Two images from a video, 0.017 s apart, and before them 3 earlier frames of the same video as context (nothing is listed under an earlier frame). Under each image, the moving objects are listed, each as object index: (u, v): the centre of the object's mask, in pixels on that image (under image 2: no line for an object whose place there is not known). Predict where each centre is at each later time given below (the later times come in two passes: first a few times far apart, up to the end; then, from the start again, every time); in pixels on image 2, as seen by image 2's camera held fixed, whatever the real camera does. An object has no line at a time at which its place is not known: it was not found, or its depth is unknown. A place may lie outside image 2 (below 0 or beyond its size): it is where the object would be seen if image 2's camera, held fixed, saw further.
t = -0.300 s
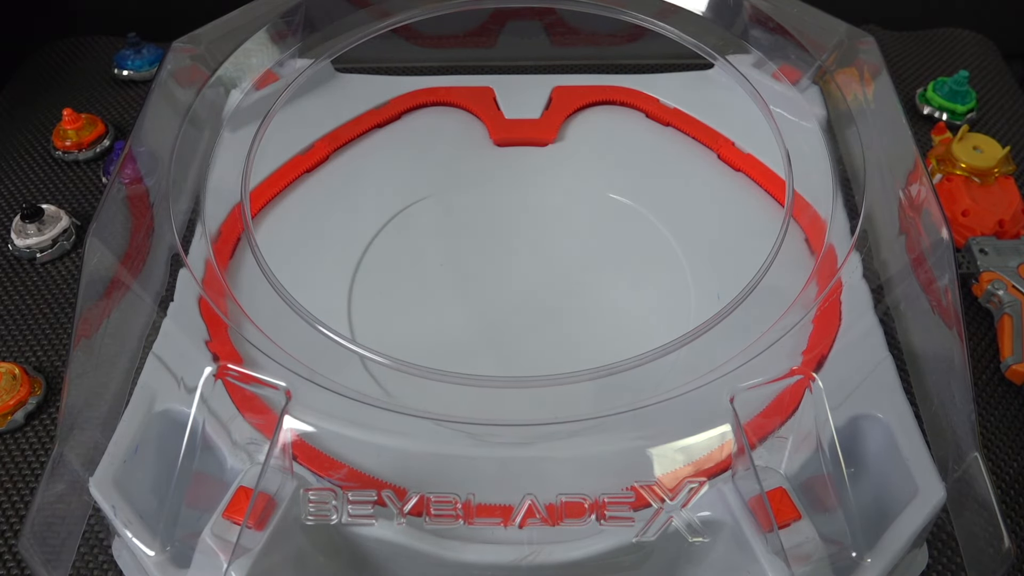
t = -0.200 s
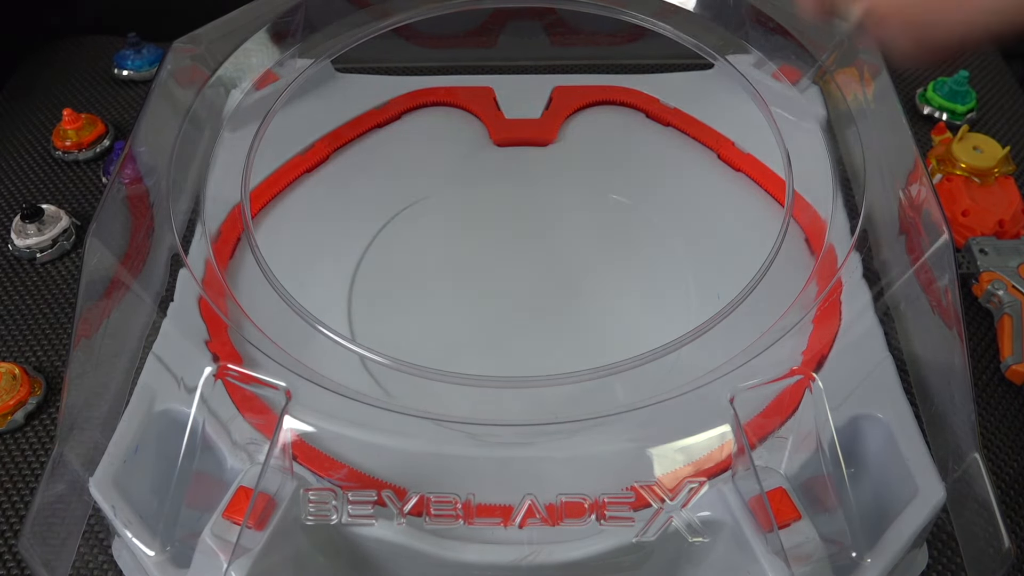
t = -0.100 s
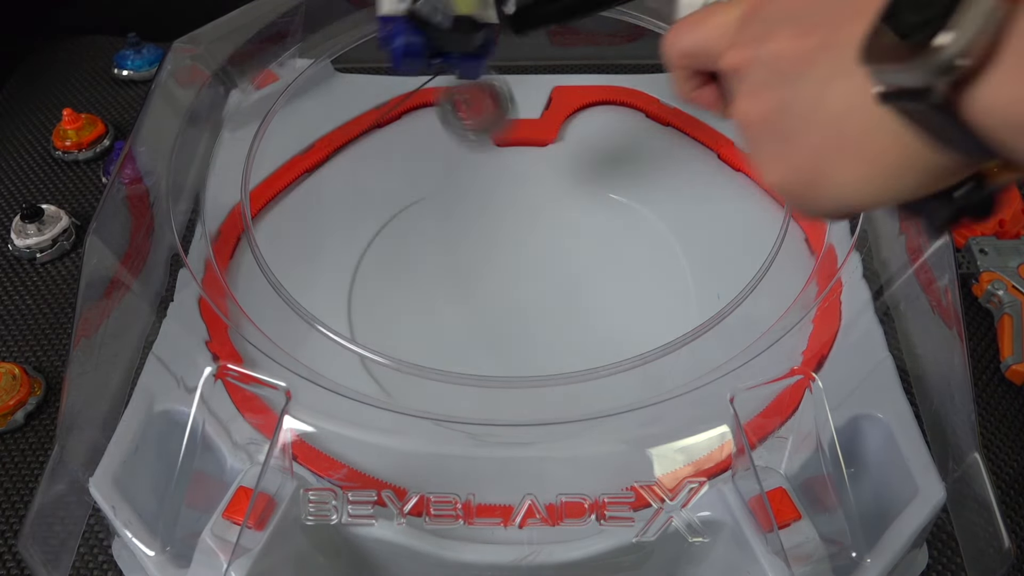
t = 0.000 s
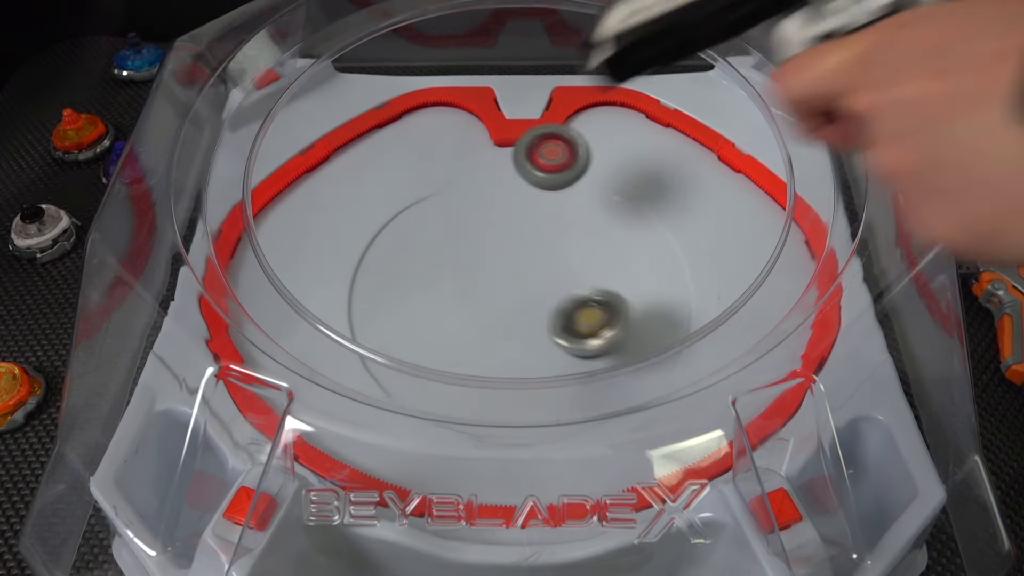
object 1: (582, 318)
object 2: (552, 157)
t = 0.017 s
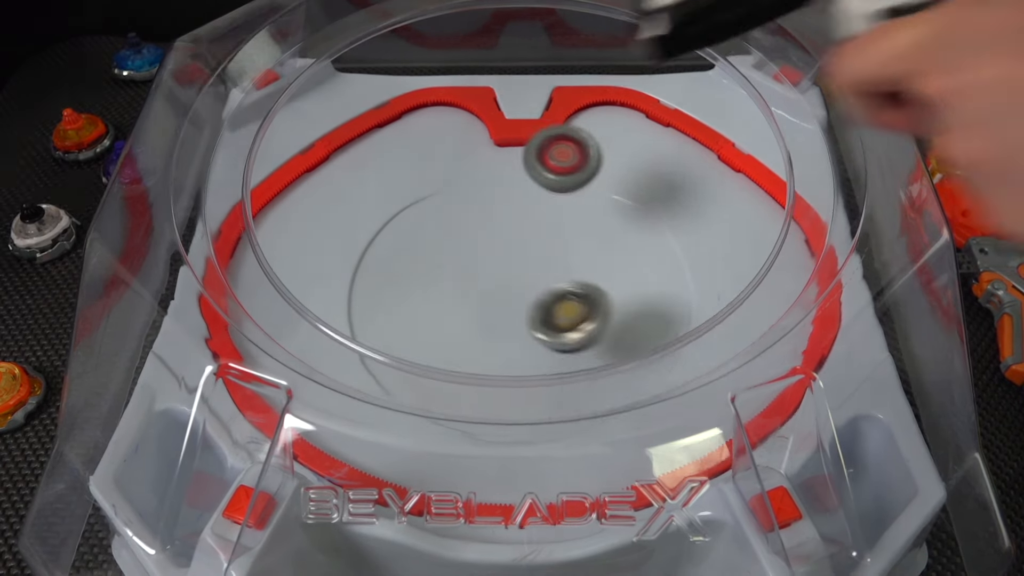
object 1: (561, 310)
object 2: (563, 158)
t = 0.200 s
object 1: (349, 328)
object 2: (660, 285)
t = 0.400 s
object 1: (242, 328)
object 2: (678, 302)
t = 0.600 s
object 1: (327, 324)
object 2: (672, 250)
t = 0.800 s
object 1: (439, 365)
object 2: (597, 180)
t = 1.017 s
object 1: (573, 369)
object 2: (405, 260)
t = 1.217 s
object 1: (563, 318)
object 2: (412, 437)
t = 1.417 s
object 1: (425, 249)
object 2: (862, 264)
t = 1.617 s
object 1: (358, 247)
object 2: (516, 144)
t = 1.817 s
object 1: (196, 278)
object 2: (618, 311)
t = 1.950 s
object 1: (312, 350)
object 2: (726, 146)
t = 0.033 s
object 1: (540, 307)
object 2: (574, 164)
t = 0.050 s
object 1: (519, 306)
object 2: (585, 173)
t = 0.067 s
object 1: (496, 308)
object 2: (596, 186)
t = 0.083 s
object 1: (473, 315)
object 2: (607, 202)
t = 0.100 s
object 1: (452, 323)
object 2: (617, 221)
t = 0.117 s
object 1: (431, 336)
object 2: (629, 245)
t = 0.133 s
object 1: (417, 342)
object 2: (637, 266)
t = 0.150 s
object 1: (399, 337)
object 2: (642, 266)
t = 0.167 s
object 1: (382, 330)
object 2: (649, 269)
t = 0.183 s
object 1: (369, 325)
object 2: (655, 276)
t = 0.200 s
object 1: (349, 328)
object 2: (660, 285)
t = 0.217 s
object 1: (335, 329)
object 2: (664, 289)
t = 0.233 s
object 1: (319, 335)
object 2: (668, 293)
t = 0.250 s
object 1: (307, 331)
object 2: (671, 297)
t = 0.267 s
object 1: (292, 331)
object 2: (672, 300)
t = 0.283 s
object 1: (285, 328)
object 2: (673, 302)
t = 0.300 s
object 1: (267, 331)
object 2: (675, 304)
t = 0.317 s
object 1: (255, 333)
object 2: (675, 304)
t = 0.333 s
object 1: (244, 333)
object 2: (675, 305)
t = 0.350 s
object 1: (233, 333)
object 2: (676, 305)
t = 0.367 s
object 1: (232, 331)
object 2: (678, 304)
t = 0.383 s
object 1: (236, 330)
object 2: (678, 303)
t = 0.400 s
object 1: (242, 328)
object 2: (678, 302)
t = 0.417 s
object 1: (248, 327)
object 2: (678, 300)
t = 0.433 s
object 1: (254, 327)
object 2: (679, 298)
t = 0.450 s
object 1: (262, 322)
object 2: (679, 295)
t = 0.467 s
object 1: (275, 318)
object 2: (679, 292)
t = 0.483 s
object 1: (278, 319)
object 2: (678, 288)
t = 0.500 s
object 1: (281, 321)
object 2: (678, 283)
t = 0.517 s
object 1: (284, 324)
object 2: (677, 278)
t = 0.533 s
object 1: (289, 327)
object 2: (676, 273)
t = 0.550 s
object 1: (301, 324)
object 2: (675, 268)
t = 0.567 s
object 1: (307, 326)
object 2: (674, 262)
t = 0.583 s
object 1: (315, 327)
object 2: (673, 257)
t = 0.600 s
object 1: (327, 324)
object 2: (672, 250)
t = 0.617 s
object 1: (333, 328)
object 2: (670, 244)
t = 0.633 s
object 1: (339, 332)
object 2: (669, 237)
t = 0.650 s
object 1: (345, 336)
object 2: (667, 231)
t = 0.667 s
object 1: (354, 339)
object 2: (665, 223)
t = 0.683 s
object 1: (363, 342)
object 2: (663, 216)
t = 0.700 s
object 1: (371, 345)
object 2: (658, 209)
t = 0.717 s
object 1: (379, 350)
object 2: (651, 204)
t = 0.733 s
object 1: (390, 353)
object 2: (643, 198)
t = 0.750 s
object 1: (400, 359)
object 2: (633, 192)
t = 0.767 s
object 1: (413, 360)
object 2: (622, 187)
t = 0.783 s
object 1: (427, 362)
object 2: (610, 183)
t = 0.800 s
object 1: (439, 365)
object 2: (597, 180)
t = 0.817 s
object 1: (452, 366)
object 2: (583, 179)
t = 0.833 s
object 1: (463, 369)
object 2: (569, 178)
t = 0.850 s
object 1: (475, 371)
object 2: (554, 180)
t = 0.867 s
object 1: (486, 373)
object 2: (538, 183)
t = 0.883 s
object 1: (498, 375)
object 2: (522, 186)
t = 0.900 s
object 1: (511, 376)
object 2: (506, 192)
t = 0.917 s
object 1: (522, 377)
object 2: (490, 198)
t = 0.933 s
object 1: (533, 376)
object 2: (474, 206)
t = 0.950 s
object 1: (543, 376)
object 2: (459, 215)
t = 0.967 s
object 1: (552, 375)
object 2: (444, 225)
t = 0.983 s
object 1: (559, 374)
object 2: (430, 236)
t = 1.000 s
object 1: (567, 372)
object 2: (417, 247)
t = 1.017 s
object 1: (573, 369)
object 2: (405, 260)
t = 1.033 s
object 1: (575, 360)
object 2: (394, 273)
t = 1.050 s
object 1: (579, 359)
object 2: (384, 288)
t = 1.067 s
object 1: (582, 357)
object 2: (377, 302)
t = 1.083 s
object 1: (586, 355)
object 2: (372, 314)
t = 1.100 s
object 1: (586, 353)
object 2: (372, 323)
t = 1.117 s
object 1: (586, 350)
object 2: (364, 347)
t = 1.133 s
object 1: (585, 347)
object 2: (370, 357)
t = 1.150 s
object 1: (583, 342)
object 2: (379, 368)
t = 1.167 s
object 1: (579, 337)
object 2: (381, 394)
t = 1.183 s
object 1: (575, 330)
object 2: (391, 409)
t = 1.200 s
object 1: (570, 324)
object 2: (402, 423)
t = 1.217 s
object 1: (563, 318)
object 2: (412, 437)
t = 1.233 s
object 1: (555, 314)
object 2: (425, 454)
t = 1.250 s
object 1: (546, 307)
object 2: (442, 462)
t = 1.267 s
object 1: (537, 301)
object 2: (496, 460)
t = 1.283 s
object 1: (527, 294)
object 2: (558, 443)
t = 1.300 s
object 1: (514, 289)
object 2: (620, 431)
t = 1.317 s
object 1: (502, 281)
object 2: (685, 419)
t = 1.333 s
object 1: (490, 276)
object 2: (748, 404)
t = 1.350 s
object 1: (477, 269)
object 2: (794, 387)
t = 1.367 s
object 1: (464, 264)
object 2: (844, 365)
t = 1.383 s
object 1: (451, 259)
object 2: (869, 329)
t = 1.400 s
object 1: (438, 254)
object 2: (882, 293)
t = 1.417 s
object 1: (425, 249)
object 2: (862, 264)
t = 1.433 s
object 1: (413, 245)
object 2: (829, 237)
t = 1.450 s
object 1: (402, 241)
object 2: (805, 218)
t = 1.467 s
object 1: (390, 237)
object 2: (776, 200)
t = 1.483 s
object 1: (379, 233)
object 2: (750, 186)
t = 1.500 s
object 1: (367, 233)
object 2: (725, 162)
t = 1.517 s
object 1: (357, 231)
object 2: (702, 139)
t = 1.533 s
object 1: (348, 230)
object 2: (679, 120)
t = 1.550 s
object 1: (345, 230)
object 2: (656, 105)
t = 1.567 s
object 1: (344, 232)
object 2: (634, 89)
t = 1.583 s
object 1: (344, 238)
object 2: (597, 80)
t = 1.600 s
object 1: (351, 244)
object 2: (552, 109)
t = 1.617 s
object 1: (358, 247)
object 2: (516, 144)
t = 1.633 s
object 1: (363, 254)
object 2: (474, 189)
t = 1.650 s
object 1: (368, 260)
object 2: (435, 236)
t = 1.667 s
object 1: (340, 255)
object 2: (439, 281)
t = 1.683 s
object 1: (313, 245)
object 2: (451, 331)
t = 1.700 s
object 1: (286, 235)
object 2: (464, 394)
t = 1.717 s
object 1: (259, 230)
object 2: (480, 470)
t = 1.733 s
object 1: (233, 227)
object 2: (504, 493)
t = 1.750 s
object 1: (206, 228)
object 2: (529, 448)
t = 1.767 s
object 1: (179, 233)
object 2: (554, 407)
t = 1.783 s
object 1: (172, 243)
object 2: (577, 372)
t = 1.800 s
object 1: (183, 259)
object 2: (598, 337)
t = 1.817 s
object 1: (196, 278)
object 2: (618, 311)
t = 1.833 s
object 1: (215, 296)
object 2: (637, 288)
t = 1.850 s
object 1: (228, 304)
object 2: (654, 271)
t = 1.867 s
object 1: (240, 314)
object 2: (670, 257)
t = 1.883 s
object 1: (254, 327)
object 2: (684, 247)
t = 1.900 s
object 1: (268, 337)
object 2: (697, 225)
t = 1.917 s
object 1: (281, 339)
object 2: (706, 196)
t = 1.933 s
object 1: (303, 344)
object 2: (716, 169)
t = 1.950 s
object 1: (312, 350)
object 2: (726, 146)
